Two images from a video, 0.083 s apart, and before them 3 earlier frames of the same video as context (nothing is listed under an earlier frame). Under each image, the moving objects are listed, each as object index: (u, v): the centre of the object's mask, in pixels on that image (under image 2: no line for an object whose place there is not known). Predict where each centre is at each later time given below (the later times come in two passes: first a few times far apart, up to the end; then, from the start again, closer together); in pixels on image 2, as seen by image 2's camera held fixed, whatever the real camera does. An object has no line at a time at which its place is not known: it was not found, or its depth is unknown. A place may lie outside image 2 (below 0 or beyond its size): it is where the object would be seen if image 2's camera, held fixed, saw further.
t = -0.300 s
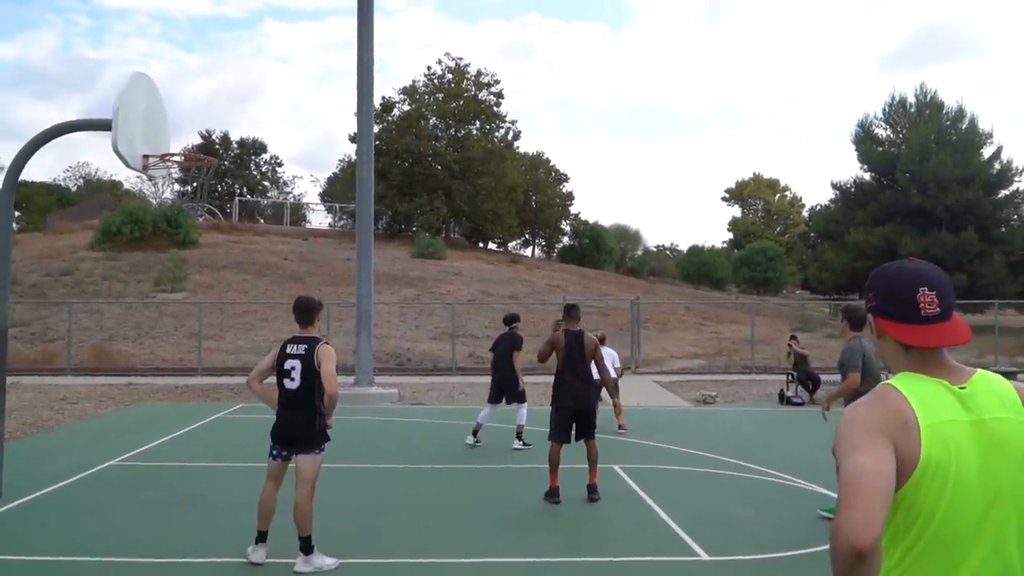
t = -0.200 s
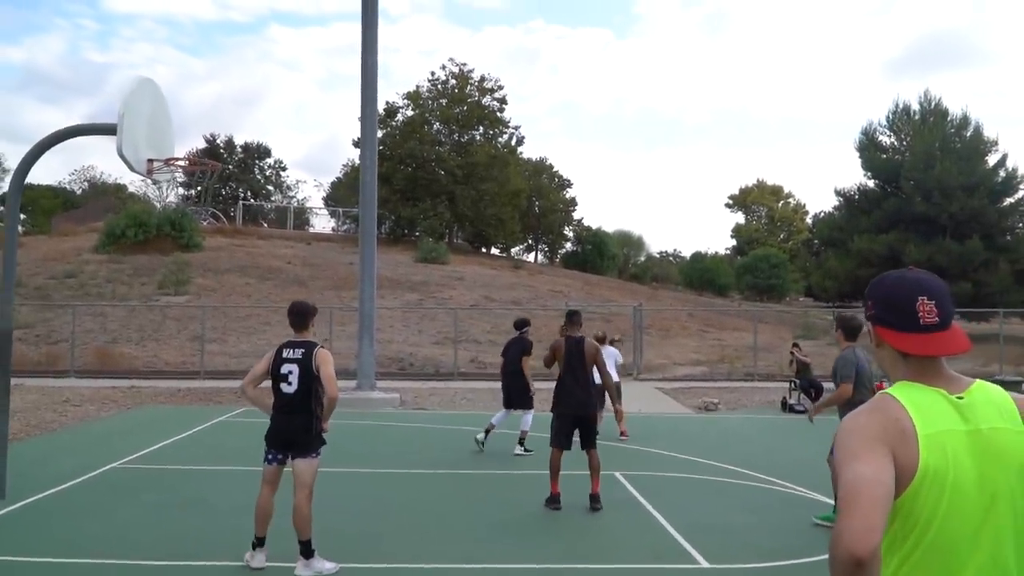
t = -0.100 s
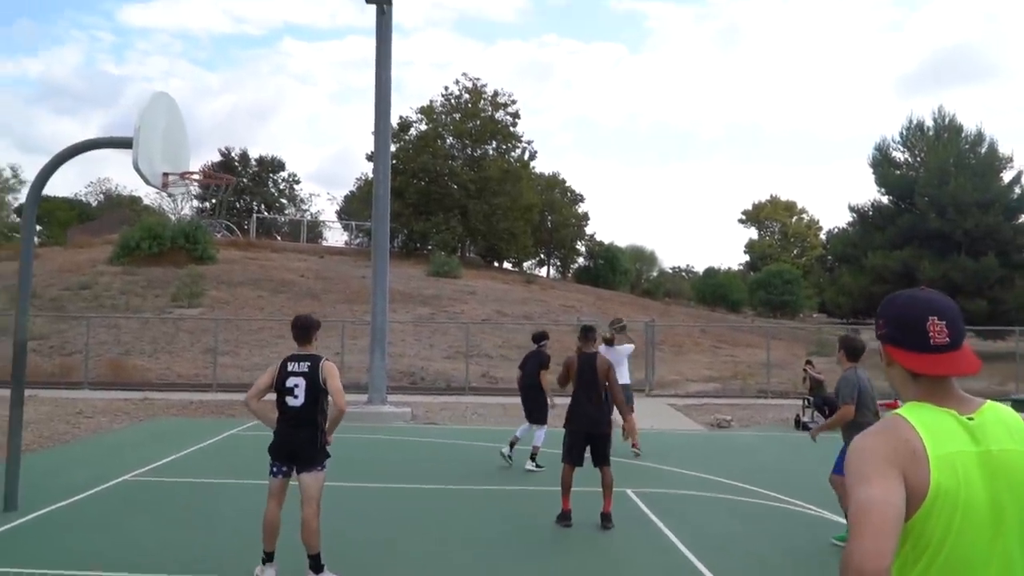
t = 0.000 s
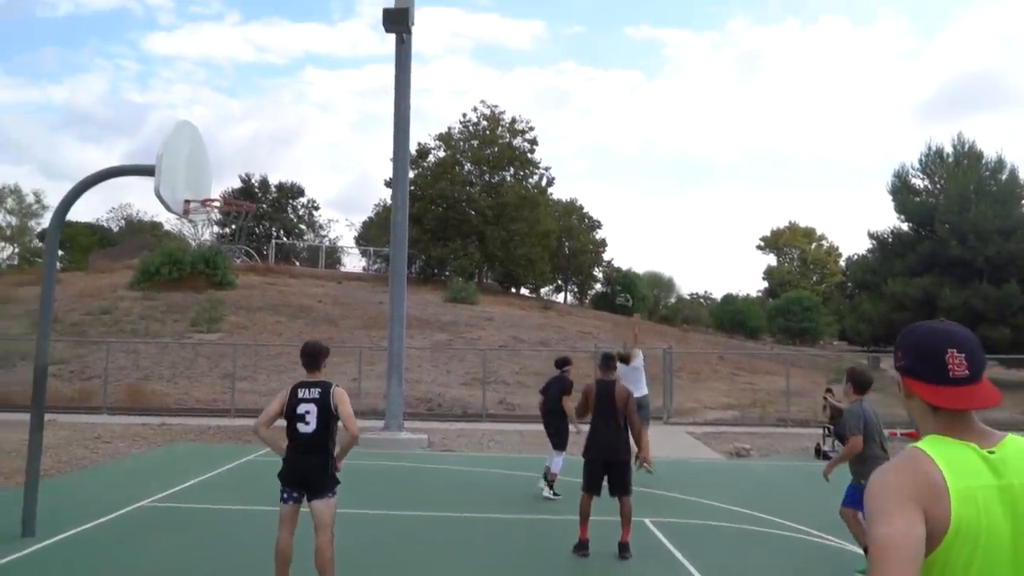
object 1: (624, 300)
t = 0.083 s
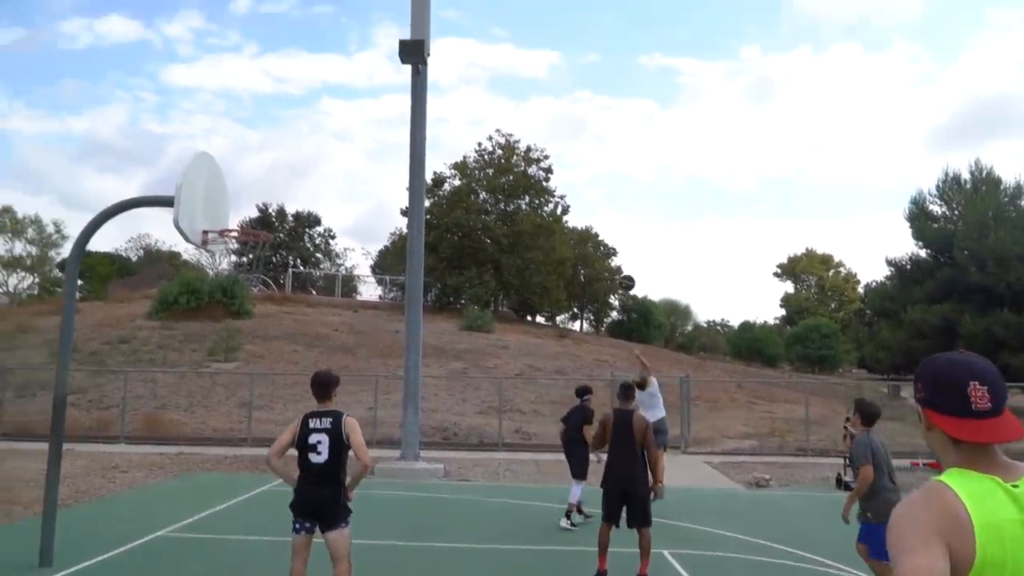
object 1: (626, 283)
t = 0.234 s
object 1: (602, 206)
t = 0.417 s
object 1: (564, 128)
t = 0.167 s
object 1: (613, 239)
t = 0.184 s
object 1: (610, 230)
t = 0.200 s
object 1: (607, 222)
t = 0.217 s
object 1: (605, 214)
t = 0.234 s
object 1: (602, 206)
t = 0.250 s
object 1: (599, 198)
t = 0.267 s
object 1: (596, 190)
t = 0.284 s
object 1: (593, 183)
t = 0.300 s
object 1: (590, 176)
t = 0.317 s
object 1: (587, 169)
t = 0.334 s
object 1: (583, 162)
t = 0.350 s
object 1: (580, 155)
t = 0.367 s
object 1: (577, 148)
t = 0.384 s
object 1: (573, 142)
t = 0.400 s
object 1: (568, 134)
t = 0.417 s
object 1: (564, 128)
